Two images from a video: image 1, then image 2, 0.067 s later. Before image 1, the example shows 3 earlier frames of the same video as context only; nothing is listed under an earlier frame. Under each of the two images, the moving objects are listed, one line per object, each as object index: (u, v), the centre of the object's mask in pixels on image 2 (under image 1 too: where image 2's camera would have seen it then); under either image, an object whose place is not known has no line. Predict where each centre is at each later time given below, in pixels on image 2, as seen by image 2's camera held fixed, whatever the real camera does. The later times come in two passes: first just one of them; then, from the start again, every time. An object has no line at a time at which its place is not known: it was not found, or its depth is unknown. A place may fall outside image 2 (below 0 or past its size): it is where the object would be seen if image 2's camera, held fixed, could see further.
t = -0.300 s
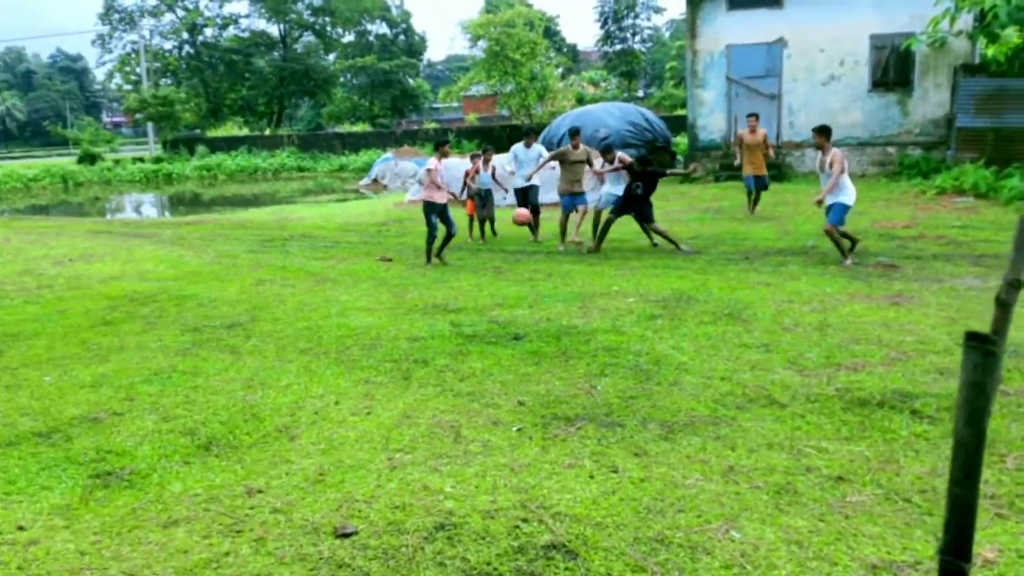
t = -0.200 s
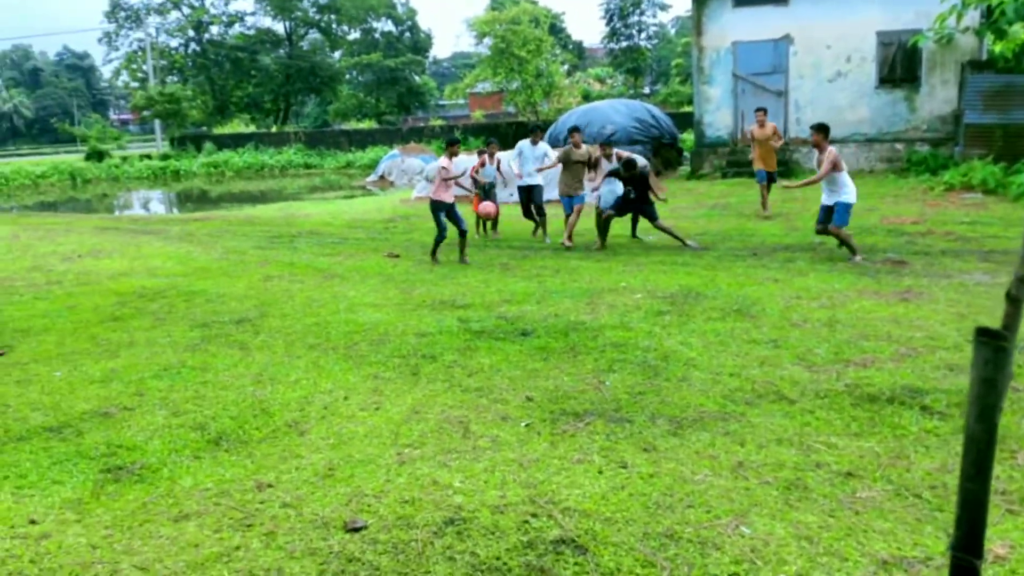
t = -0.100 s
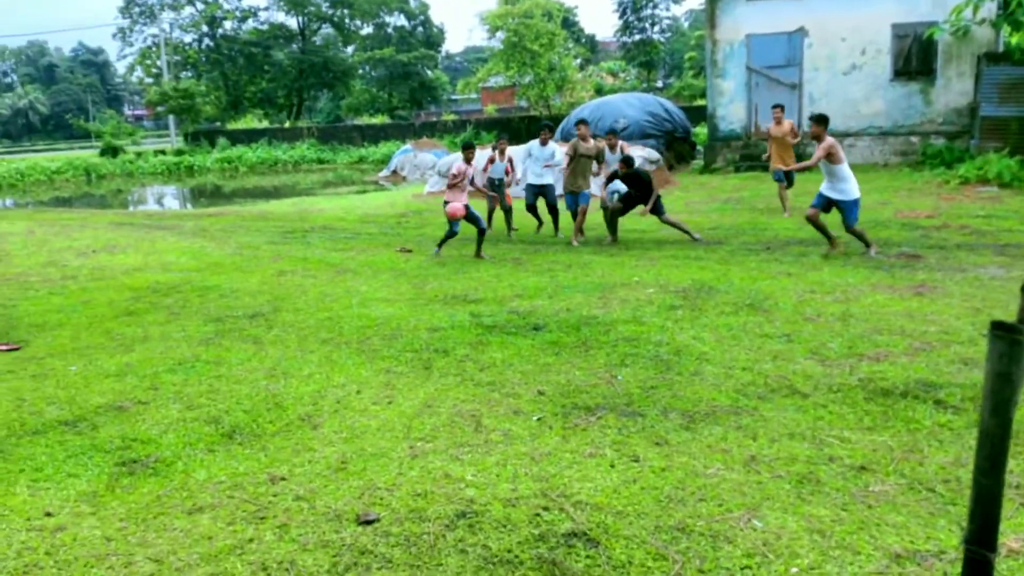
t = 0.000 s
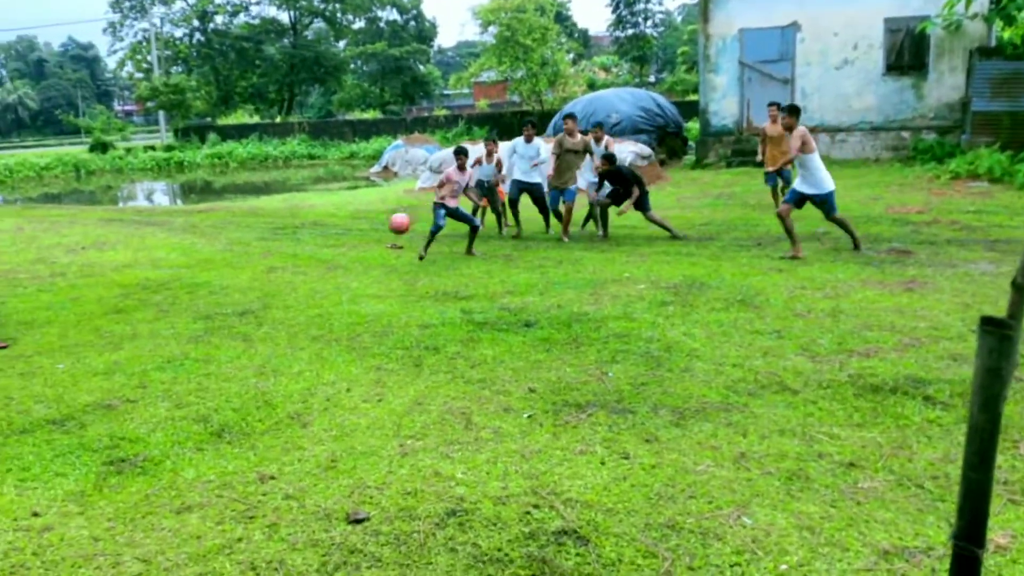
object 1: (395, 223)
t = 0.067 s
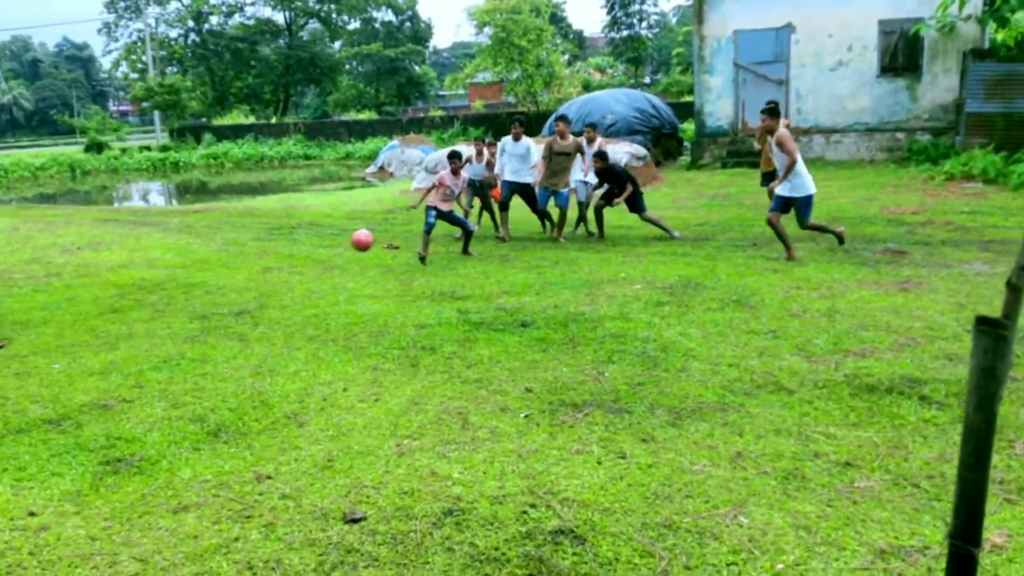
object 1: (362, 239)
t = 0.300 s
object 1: (242, 285)
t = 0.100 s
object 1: (346, 249)
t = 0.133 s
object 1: (328, 261)
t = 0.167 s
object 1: (311, 273)
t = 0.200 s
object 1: (293, 283)
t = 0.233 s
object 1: (277, 283)
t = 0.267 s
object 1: (259, 283)
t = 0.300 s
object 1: (242, 285)
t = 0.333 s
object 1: (225, 287)
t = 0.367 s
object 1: (208, 291)
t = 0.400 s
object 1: (190, 296)
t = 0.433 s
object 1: (172, 303)
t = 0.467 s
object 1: (156, 307)
